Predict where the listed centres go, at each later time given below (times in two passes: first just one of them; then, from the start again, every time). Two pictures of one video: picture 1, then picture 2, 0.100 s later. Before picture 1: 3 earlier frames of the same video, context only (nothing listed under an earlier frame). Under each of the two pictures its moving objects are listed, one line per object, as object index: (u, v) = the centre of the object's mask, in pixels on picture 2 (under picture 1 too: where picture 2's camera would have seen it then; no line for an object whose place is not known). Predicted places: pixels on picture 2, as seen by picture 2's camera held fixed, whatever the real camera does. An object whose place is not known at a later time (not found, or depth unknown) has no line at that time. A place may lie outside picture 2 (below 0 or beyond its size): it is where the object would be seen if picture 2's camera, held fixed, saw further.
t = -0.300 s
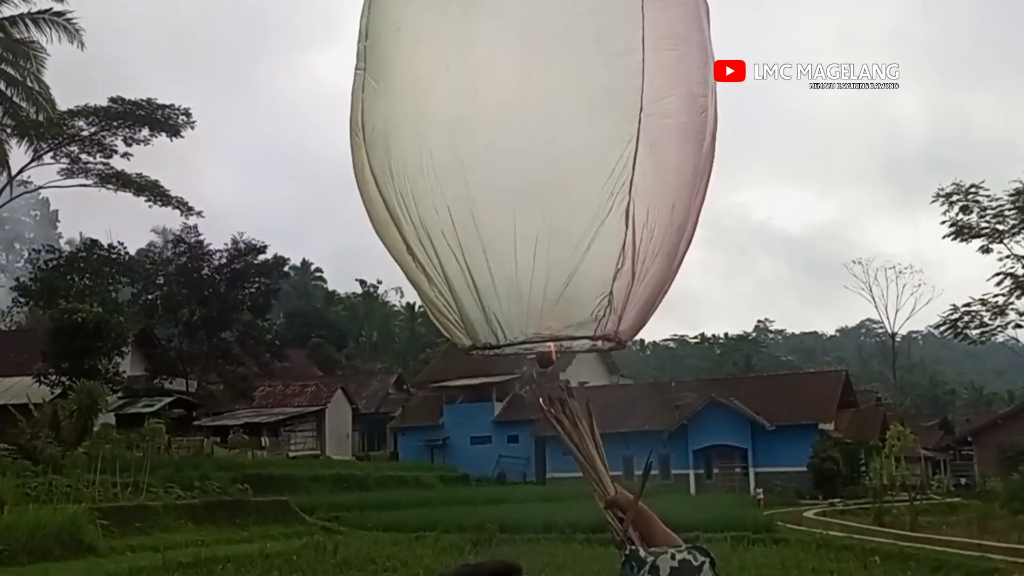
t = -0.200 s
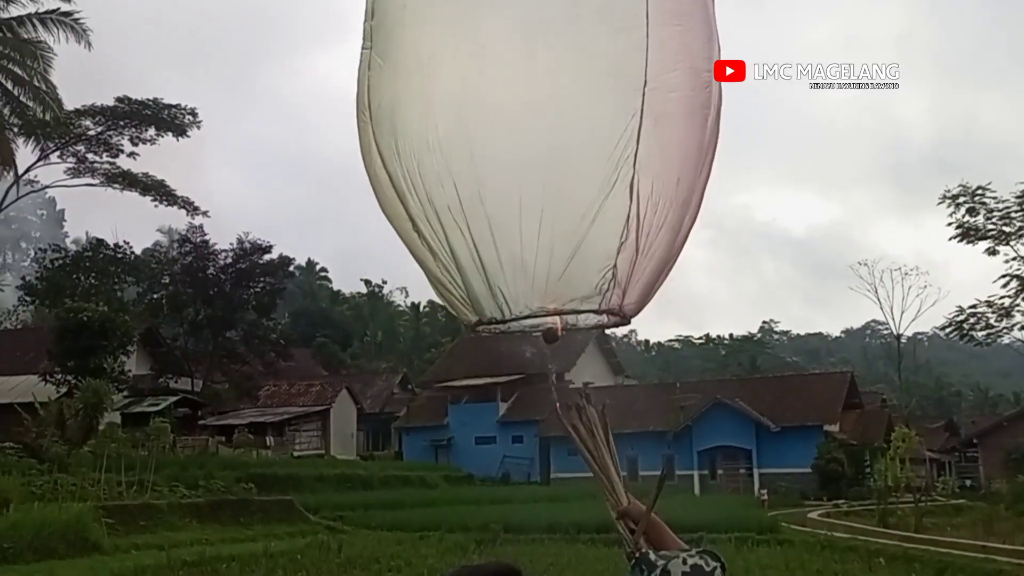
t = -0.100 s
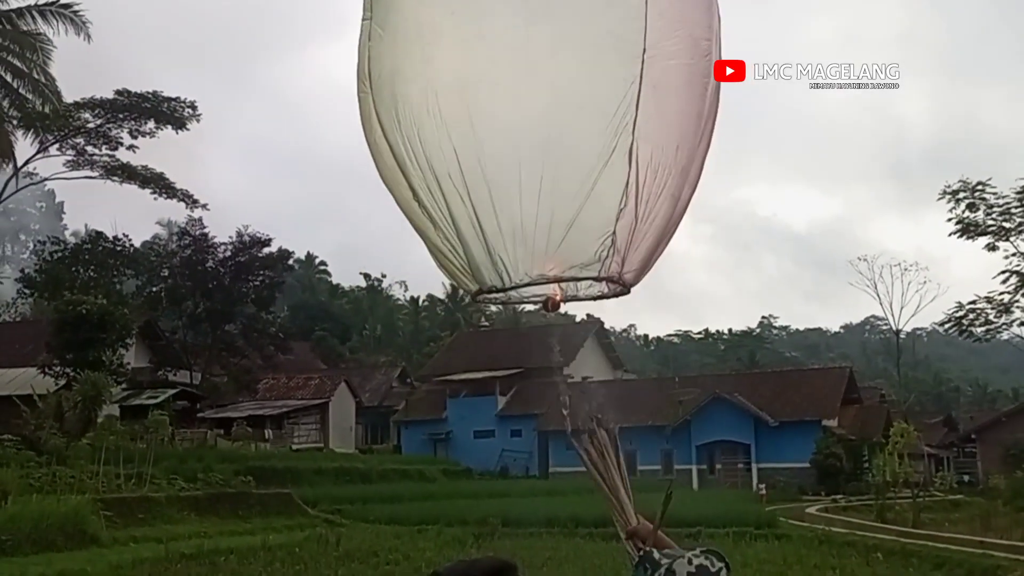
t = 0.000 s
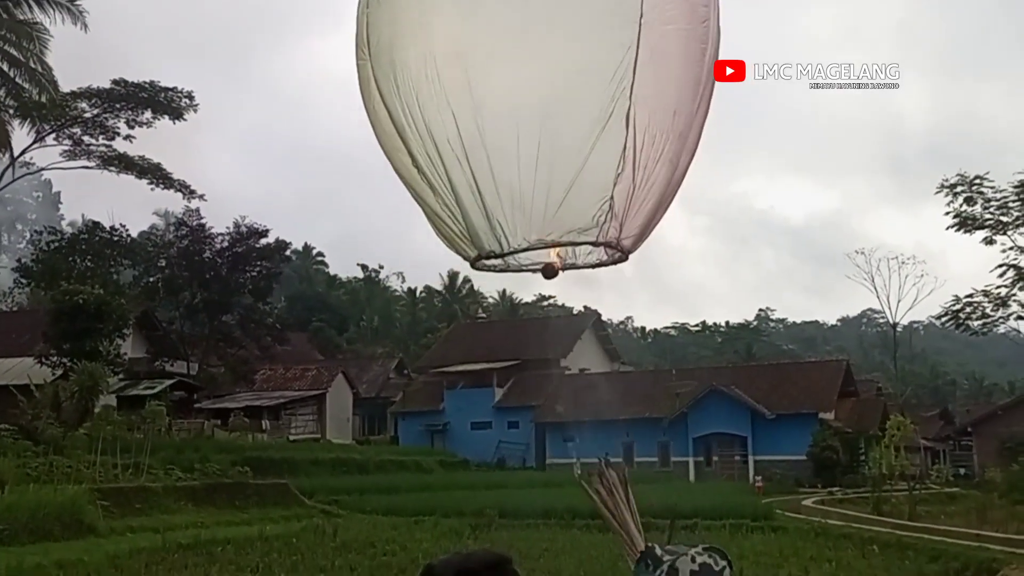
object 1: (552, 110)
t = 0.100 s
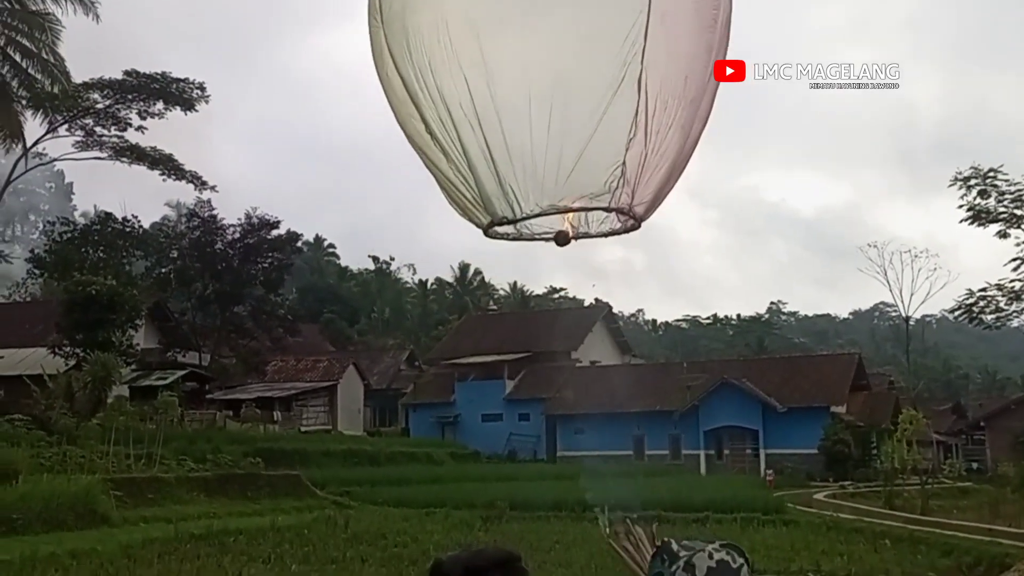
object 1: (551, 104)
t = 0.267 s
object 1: (549, 81)
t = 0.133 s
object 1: (550, 102)
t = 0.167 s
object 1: (548, 98)
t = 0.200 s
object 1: (549, 92)
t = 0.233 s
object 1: (550, 87)
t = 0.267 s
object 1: (549, 81)
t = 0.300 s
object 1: (548, 73)
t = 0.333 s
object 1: (548, 63)
